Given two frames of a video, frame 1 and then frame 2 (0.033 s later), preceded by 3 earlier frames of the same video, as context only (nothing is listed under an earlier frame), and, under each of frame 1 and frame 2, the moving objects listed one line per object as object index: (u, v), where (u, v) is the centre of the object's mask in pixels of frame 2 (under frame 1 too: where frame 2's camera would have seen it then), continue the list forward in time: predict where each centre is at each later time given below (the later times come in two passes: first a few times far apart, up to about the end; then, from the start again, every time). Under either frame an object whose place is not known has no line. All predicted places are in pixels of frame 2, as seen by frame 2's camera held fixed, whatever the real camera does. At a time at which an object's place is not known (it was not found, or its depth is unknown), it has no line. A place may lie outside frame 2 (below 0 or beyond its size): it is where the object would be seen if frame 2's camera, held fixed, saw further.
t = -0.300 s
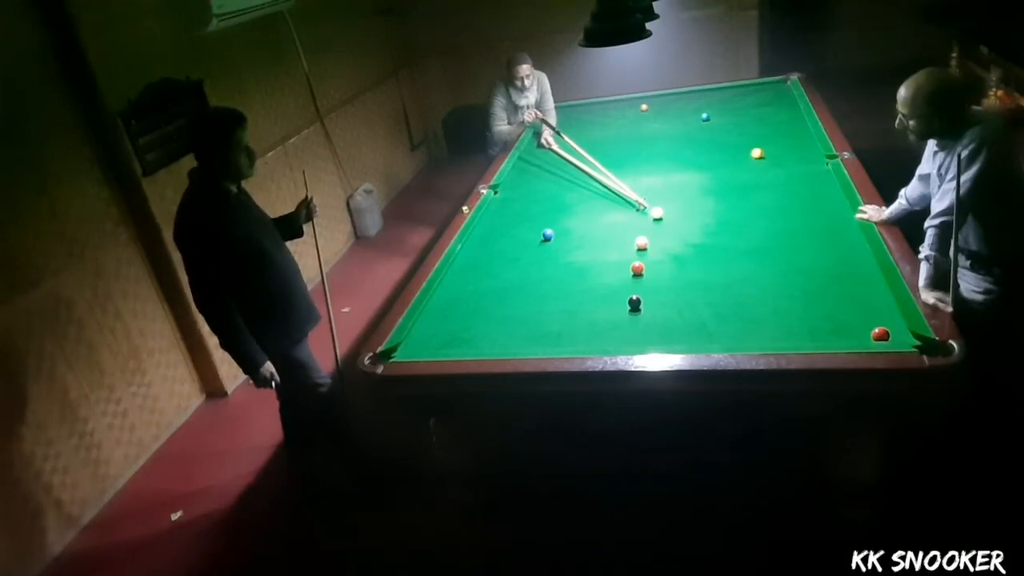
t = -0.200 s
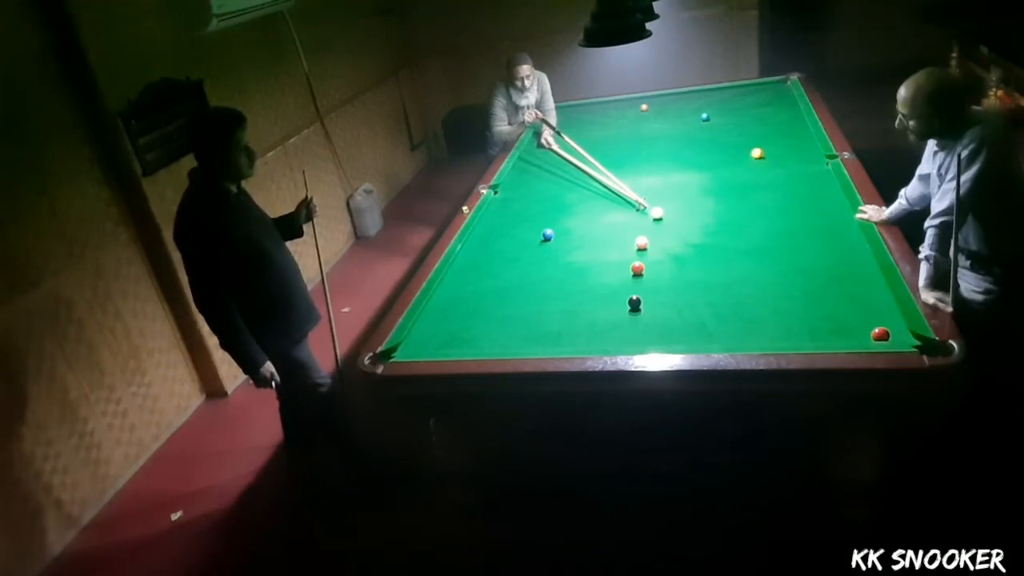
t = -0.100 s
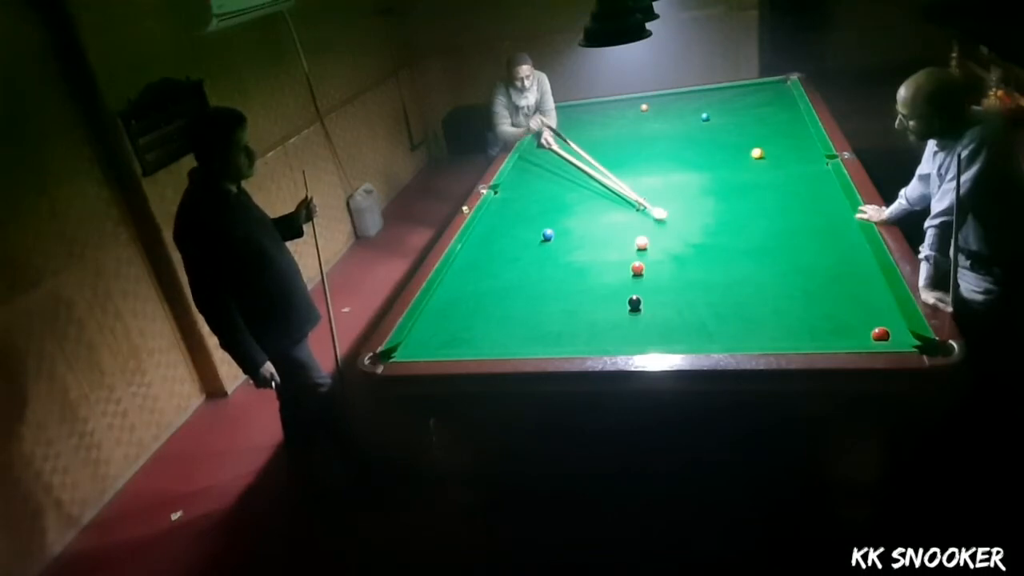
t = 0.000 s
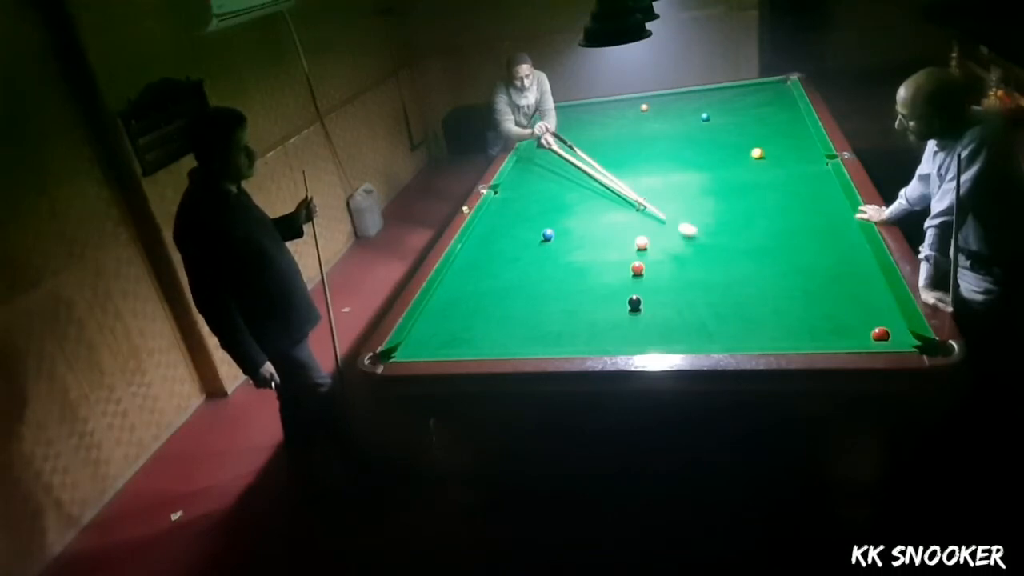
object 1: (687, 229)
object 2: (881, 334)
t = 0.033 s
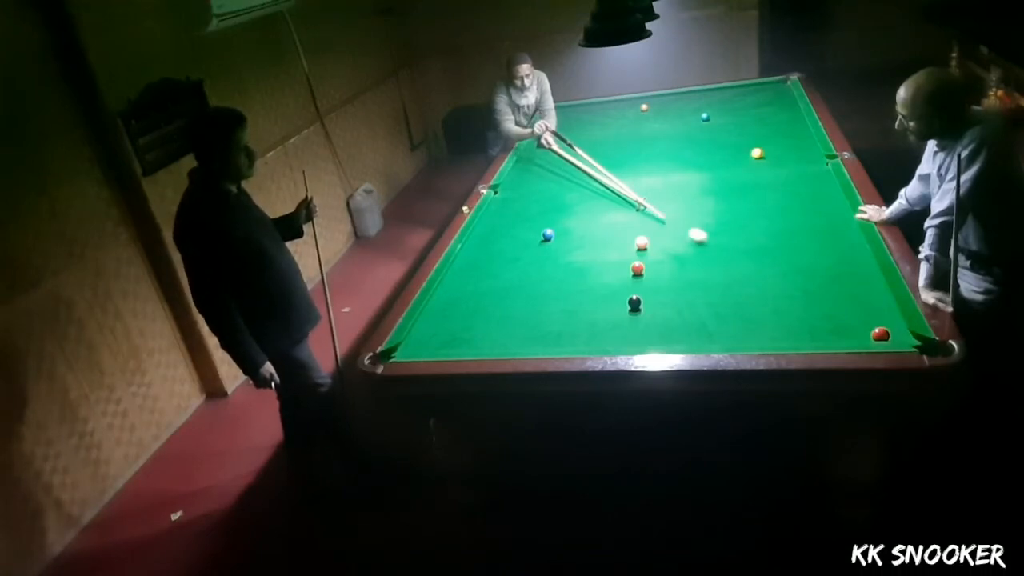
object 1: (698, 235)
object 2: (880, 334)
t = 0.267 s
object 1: (766, 273)
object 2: (881, 334)
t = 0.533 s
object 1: (862, 327)
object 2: (880, 334)
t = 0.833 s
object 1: (859, 328)
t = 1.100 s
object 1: (853, 311)
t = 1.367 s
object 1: (848, 296)
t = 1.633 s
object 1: (844, 284)
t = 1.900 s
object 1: (840, 273)
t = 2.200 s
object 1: (836, 263)
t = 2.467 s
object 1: (833, 255)
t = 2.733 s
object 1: (830, 249)
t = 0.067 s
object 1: (707, 240)
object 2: (880, 334)
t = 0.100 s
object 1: (717, 246)
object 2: (881, 334)
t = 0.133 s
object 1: (727, 251)
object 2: (881, 334)
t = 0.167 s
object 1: (736, 256)
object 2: (881, 334)
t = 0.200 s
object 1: (746, 262)
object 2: (881, 334)
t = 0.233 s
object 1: (756, 267)
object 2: (881, 334)
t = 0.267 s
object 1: (766, 273)
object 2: (881, 334)
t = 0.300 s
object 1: (777, 279)
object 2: (880, 334)
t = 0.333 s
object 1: (787, 285)
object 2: (881, 334)
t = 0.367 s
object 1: (799, 291)
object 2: (881, 334)
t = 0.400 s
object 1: (811, 298)
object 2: (881, 334)
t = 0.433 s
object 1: (823, 305)
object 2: (880, 334)
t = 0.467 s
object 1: (836, 312)
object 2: (880, 334)
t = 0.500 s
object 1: (849, 320)
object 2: (880, 334)
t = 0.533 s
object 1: (862, 327)
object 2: (880, 334)
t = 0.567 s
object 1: (863, 331)
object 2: (896, 338)
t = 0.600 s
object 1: (862, 333)
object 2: (912, 344)
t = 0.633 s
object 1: (862, 335)
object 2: (929, 352)
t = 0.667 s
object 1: (864, 337)
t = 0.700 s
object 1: (863, 336)
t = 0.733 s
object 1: (862, 334)
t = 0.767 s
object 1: (861, 332)
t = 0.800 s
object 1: (861, 330)
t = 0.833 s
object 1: (859, 328)
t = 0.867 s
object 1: (859, 325)
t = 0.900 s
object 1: (858, 323)
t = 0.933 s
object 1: (857, 321)
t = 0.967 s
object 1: (856, 319)
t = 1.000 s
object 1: (855, 317)
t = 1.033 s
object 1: (854, 315)
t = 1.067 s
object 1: (854, 313)
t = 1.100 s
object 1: (853, 311)
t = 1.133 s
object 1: (852, 308)
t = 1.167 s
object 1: (852, 307)
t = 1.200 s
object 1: (851, 305)
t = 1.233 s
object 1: (850, 303)
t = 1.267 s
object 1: (850, 301)
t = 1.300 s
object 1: (849, 300)
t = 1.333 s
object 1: (848, 298)
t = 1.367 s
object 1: (848, 296)
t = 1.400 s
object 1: (847, 295)
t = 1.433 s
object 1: (847, 293)
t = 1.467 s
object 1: (846, 291)
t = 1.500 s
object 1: (846, 290)
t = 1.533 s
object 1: (845, 288)
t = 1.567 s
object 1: (845, 287)
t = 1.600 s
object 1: (844, 285)
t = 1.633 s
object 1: (844, 284)
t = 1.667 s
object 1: (843, 282)
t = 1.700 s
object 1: (843, 281)
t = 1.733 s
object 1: (842, 279)
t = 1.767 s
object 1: (841, 278)
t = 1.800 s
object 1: (841, 277)
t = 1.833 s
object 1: (841, 276)
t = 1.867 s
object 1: (840, 274)
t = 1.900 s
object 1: (840, 273)
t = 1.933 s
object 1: (839, 272)
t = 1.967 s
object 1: (839, 271)
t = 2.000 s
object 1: (838, 270)
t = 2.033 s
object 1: (838, 268)
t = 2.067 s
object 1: (838, 267)
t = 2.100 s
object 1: (837, 266)
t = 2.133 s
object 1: (837, 265)
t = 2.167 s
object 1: (836, 264)
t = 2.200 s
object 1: (836, 263)
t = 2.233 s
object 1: (836, 262)
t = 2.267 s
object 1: (835, 261)
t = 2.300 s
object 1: (835, 260)
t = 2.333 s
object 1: (835, 259)
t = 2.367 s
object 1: (834, 258)
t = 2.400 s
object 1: (834, 257)
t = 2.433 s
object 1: (834, 256)
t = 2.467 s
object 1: (833, 255)
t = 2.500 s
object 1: (833, 254)
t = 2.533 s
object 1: (832, 254)
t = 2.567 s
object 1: (832, 253)
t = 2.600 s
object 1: (831, 252)
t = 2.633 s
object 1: (831, 251)
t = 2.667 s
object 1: (831, 250)
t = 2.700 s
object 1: (831, 250)
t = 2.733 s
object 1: (830, 249)
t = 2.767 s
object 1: (830, 249)
